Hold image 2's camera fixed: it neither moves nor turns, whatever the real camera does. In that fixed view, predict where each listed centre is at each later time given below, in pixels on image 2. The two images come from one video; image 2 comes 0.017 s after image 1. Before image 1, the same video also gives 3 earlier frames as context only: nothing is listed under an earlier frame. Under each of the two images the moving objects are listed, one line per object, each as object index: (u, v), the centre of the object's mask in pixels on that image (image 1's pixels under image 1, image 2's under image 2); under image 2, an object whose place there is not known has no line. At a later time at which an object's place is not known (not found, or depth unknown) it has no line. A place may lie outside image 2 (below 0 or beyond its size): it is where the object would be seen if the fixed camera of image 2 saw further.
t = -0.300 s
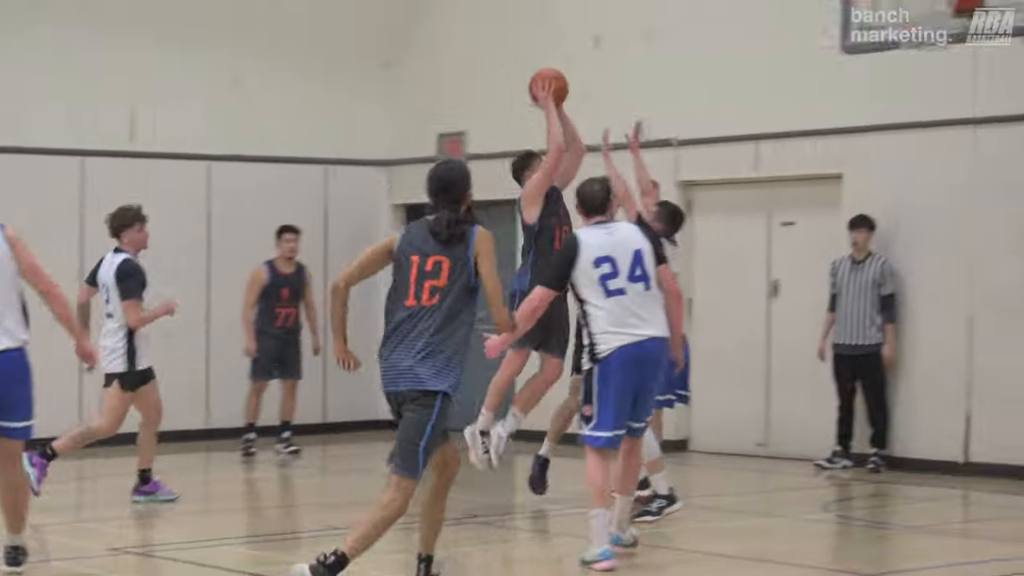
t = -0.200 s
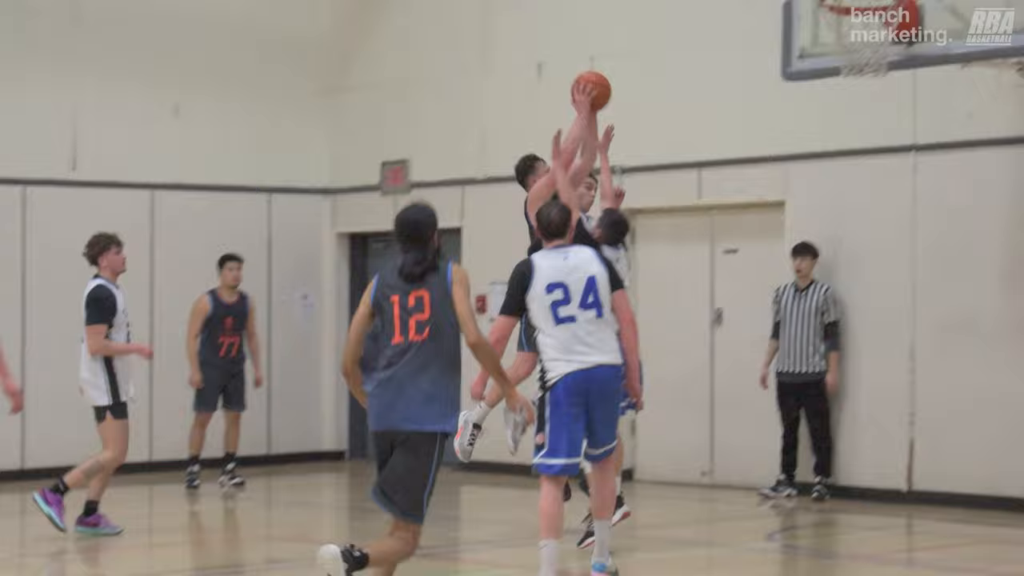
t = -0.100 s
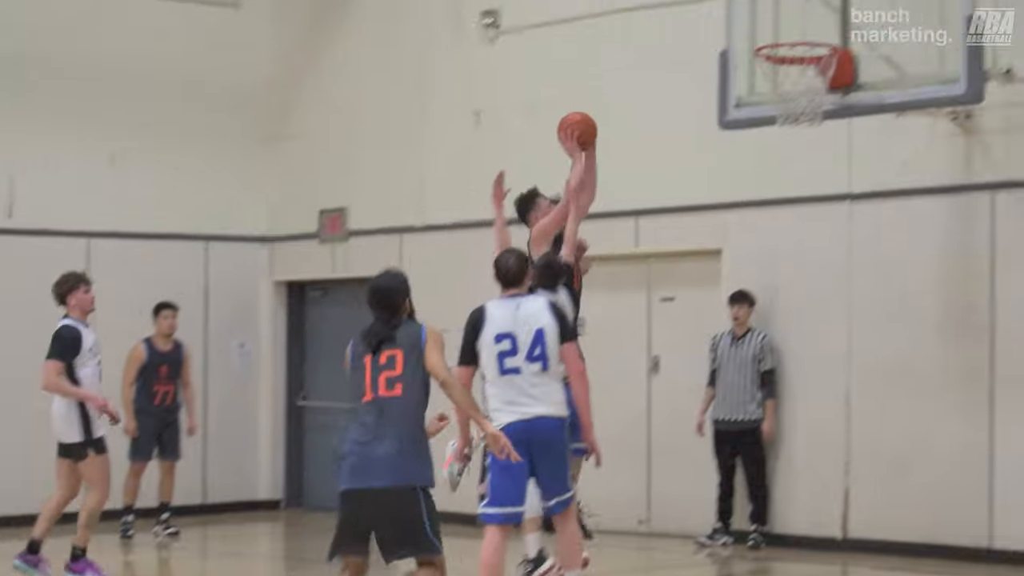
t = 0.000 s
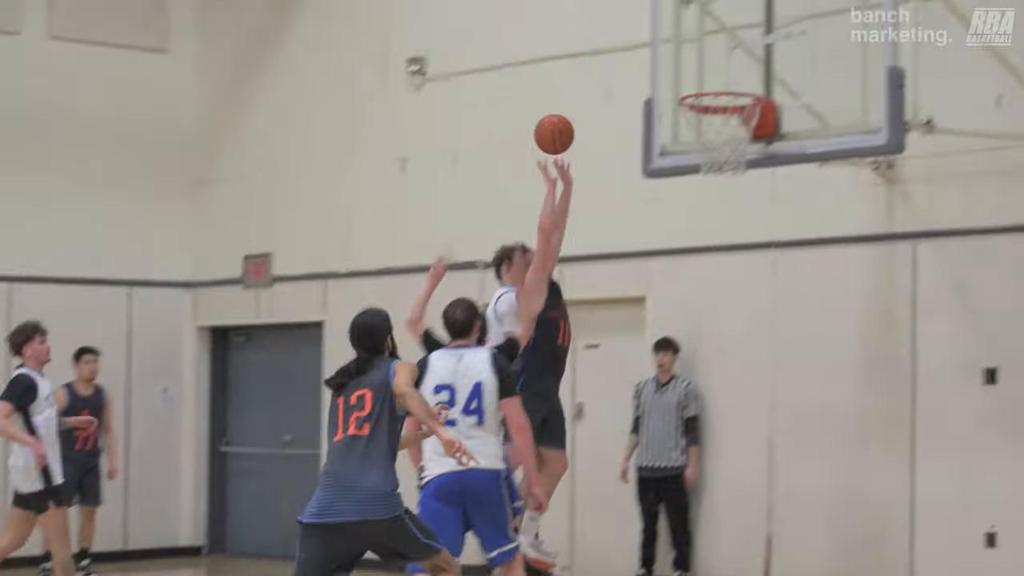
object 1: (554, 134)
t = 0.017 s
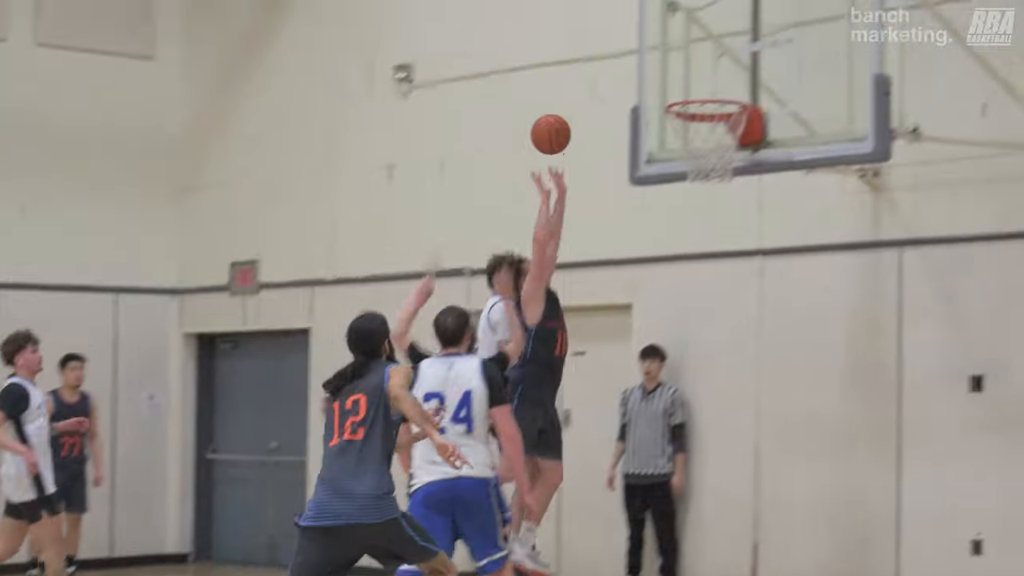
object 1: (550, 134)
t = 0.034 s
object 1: (561, 127)
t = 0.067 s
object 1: (581, 114)
